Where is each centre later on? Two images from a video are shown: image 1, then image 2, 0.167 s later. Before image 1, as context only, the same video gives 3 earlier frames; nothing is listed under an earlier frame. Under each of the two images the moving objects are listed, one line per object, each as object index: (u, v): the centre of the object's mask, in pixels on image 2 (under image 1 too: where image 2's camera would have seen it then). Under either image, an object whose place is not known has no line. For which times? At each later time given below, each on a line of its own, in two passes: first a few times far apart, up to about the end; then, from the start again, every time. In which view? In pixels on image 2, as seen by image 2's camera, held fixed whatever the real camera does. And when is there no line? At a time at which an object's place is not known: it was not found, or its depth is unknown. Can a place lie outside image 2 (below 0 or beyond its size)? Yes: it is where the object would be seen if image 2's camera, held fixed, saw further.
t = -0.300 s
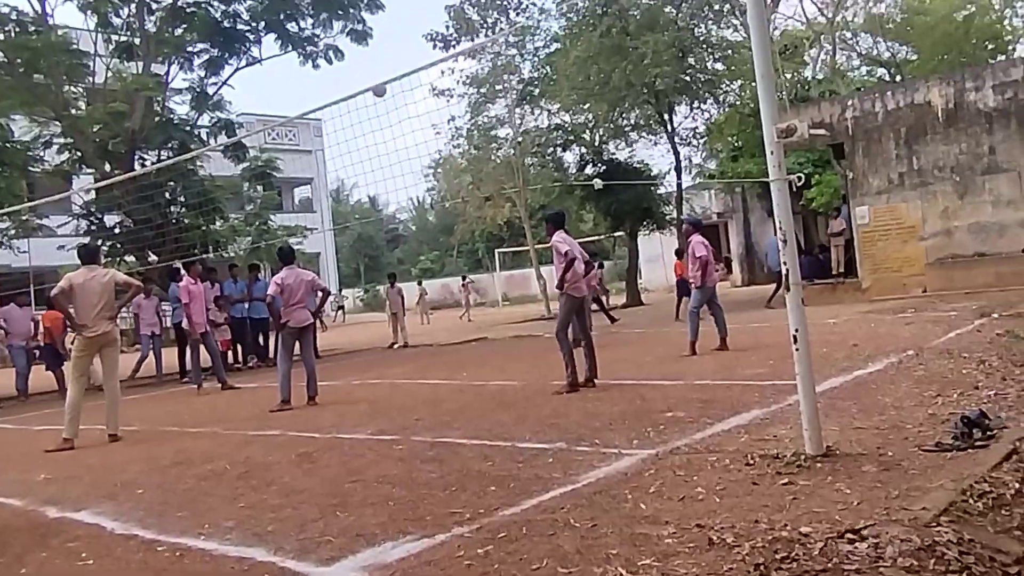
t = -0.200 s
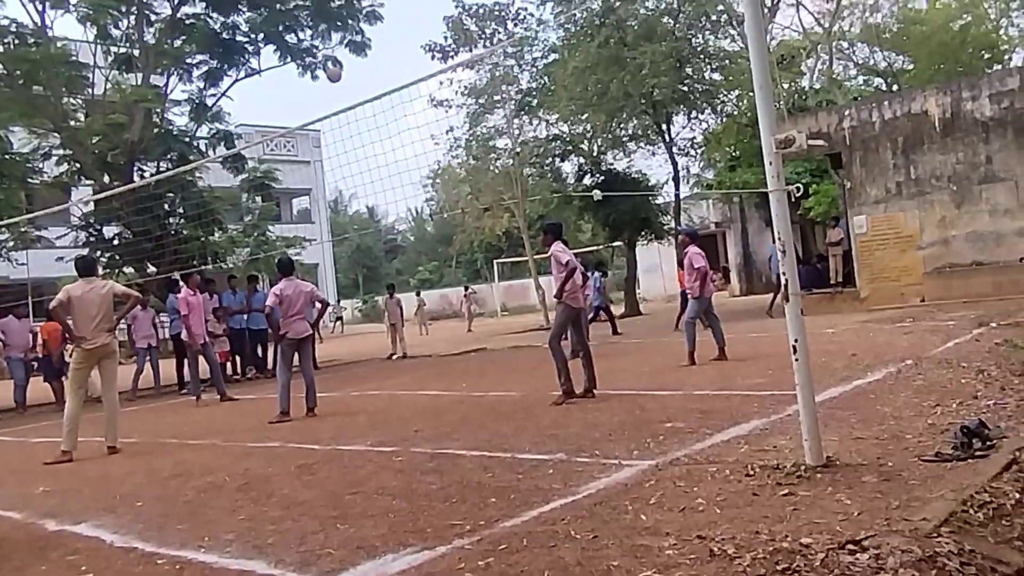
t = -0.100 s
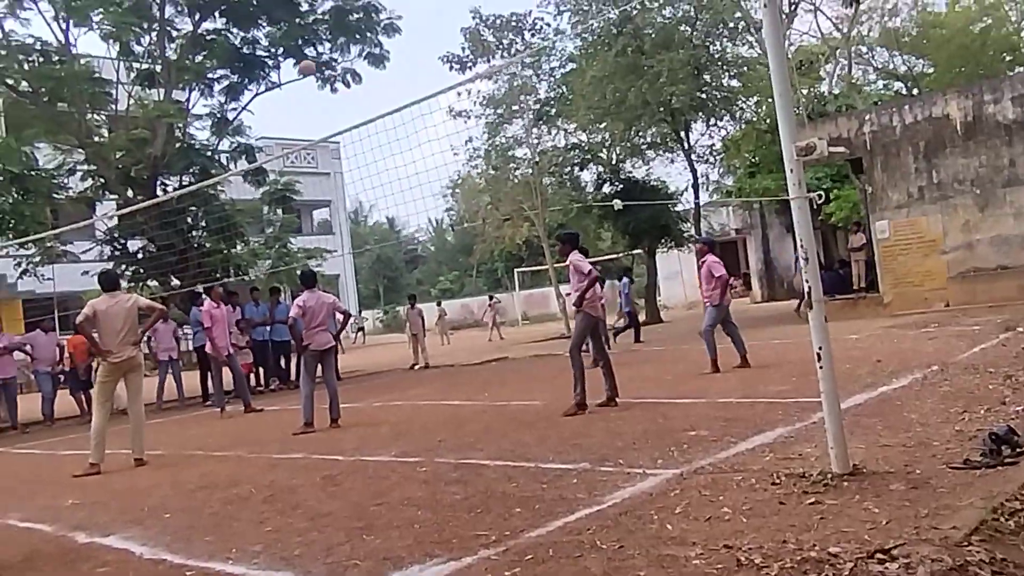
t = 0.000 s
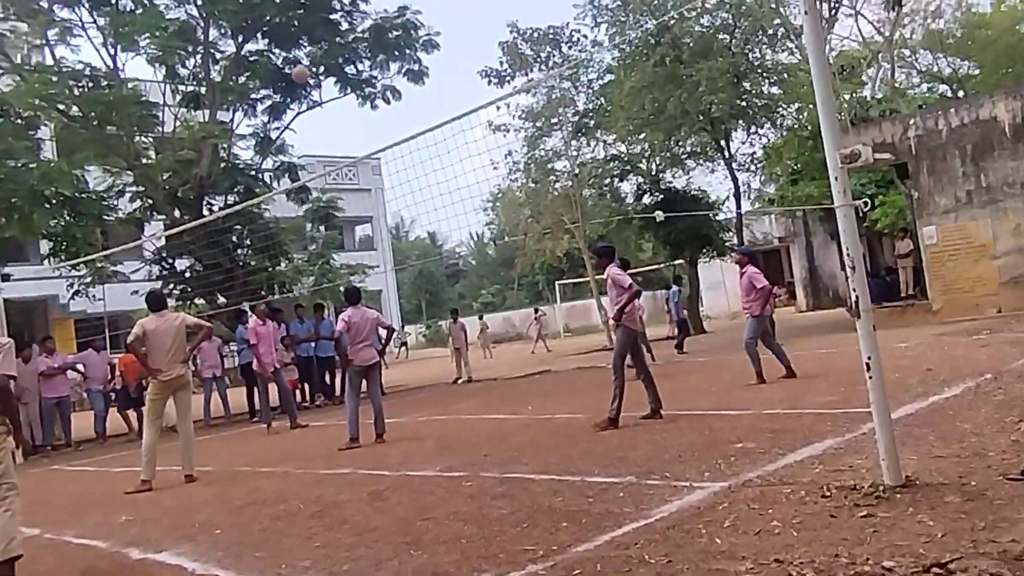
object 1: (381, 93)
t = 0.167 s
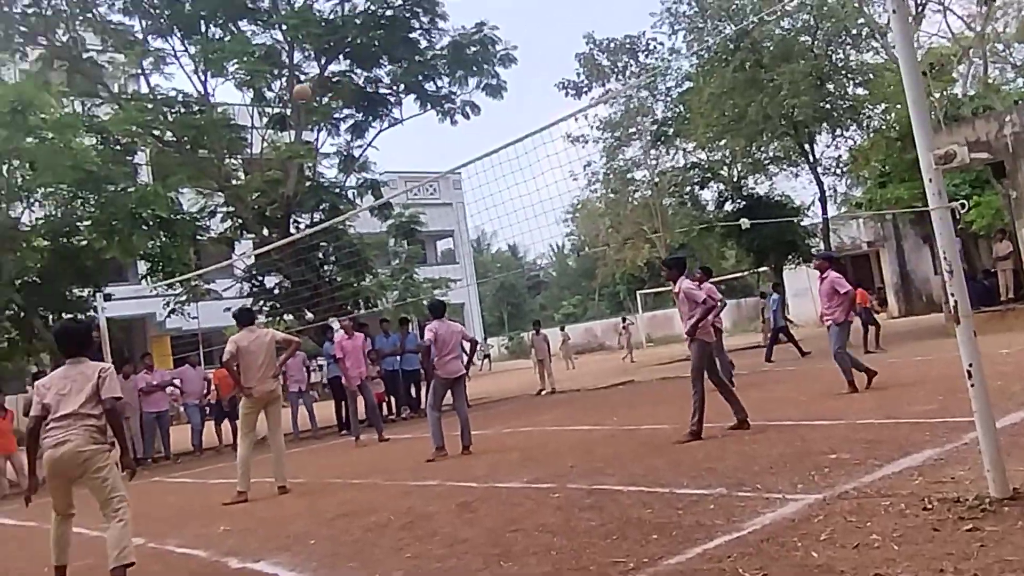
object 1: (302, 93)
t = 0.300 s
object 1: (236, 108)
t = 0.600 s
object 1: (77, 206)
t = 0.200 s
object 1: (286, 95)
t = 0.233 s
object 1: (268, 98)
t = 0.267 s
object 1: (253, 102)
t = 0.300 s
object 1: (236, 108)
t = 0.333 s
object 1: (220, 113)
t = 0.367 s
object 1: (202, 121)
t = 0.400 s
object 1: (184, 130)
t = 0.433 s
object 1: (167, 139)
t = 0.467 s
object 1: (150, 150)
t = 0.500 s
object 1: (131, 162)
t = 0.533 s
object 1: (113, 175)
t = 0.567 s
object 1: (95, 190)
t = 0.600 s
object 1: (77, 206)
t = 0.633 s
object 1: (59, 224)
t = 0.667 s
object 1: (41, 242)
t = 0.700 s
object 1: (22, 263)
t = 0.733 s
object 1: (4, 283)
